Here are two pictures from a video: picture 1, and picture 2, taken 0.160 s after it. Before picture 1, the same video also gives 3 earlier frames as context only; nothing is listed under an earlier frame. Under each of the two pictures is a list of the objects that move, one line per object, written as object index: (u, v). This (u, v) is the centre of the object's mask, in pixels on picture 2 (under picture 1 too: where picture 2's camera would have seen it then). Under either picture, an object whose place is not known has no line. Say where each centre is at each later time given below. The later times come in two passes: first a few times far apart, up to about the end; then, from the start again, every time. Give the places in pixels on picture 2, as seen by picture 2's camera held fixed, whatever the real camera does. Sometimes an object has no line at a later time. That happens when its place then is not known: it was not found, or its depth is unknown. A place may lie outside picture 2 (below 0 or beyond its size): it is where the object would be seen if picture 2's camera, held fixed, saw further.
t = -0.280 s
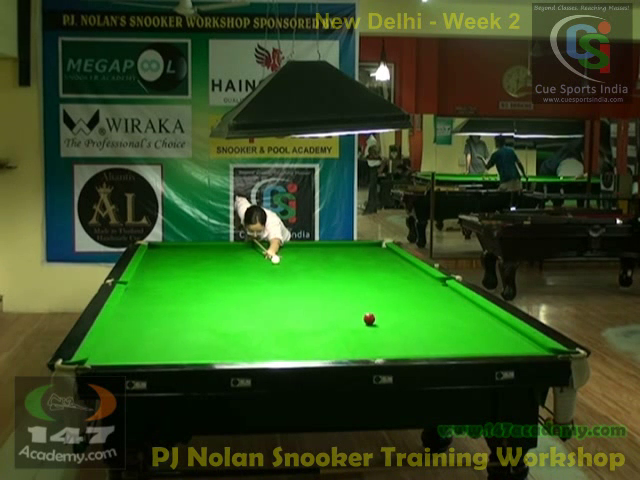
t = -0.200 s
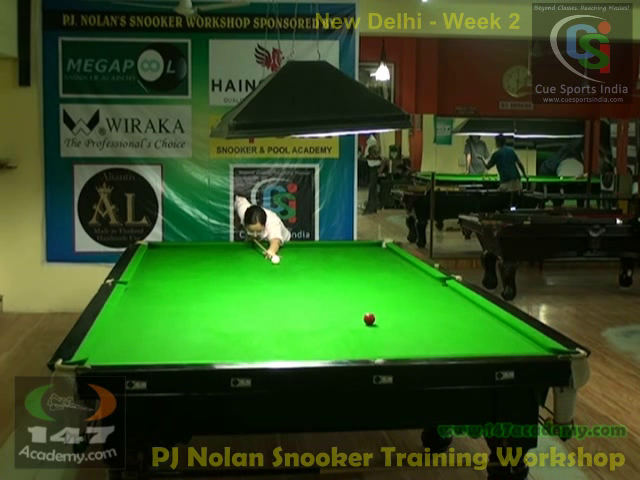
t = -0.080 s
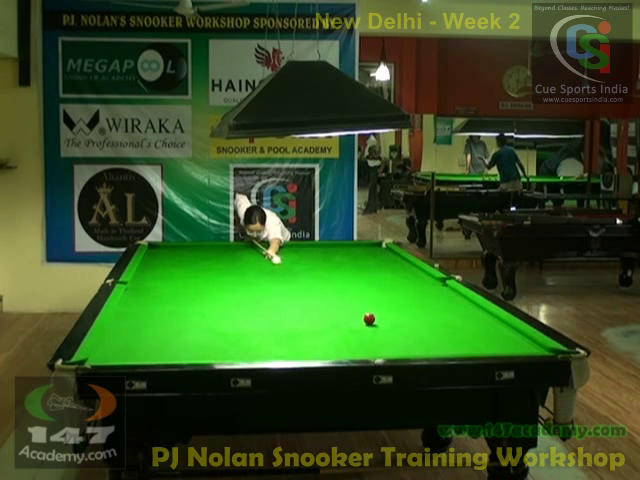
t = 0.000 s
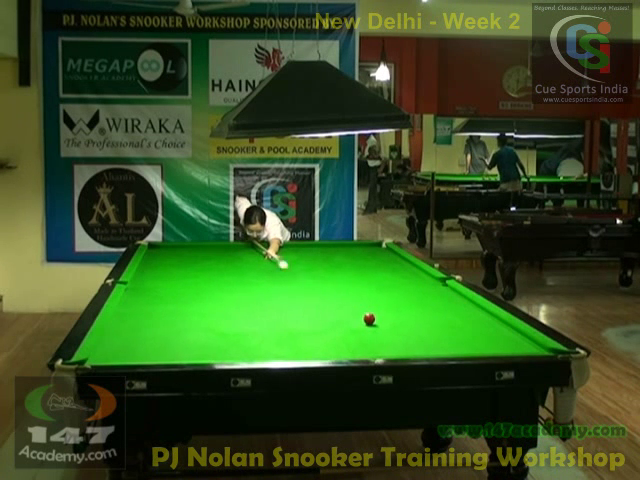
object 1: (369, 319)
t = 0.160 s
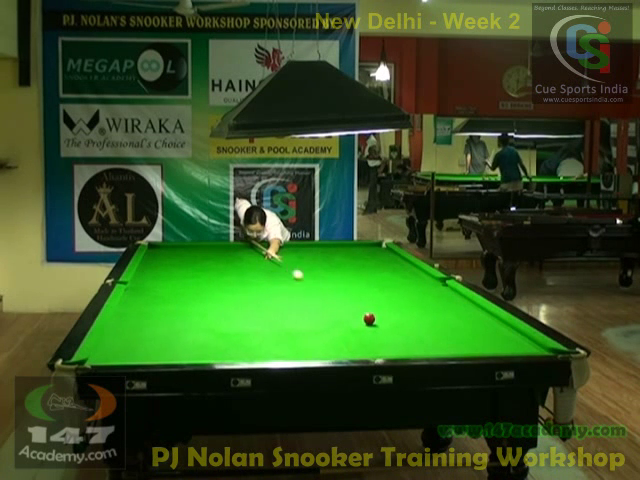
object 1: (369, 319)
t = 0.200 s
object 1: (369, 319)
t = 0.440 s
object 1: (369, 319)
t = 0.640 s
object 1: (369, 319)
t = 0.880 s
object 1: (438, 330)
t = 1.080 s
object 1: (492, 339)
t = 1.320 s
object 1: (534, 348)
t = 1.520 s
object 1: (507, 348)
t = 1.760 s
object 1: (476, 343)
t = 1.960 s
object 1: (451, 339)
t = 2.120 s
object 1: (433, 335)
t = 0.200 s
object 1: (369, 319)
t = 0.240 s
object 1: (369, 319)
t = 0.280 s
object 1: (369, 319)
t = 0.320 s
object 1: (369, 319)
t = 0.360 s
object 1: (369, 319)
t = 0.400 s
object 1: (369, 319)
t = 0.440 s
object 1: (369, 319)
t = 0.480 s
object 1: (369, 319)
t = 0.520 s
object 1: (369, 319)
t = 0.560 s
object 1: (369, 319)
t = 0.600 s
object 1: (369, 319)
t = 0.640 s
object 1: (369, 319)
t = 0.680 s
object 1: (376, 320)
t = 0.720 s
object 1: (389, 322)
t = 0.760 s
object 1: (402, 325)
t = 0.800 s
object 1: (414, 326)
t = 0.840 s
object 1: (426, 328)
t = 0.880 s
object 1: (438, 330)
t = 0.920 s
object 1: (448, 332)
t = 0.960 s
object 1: (459, 334)
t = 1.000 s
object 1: (470, 336)
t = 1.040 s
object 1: (481, 338)
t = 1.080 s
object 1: (492, 339)
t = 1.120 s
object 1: (503, 341)
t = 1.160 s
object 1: (514, 343)
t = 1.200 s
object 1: (526, 344)
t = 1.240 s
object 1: (536, 346)
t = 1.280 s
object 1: (537, 347)
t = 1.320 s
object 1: (534, 348)
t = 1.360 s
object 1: (530, 349)
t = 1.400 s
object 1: (525, 349)
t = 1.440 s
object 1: (519, 349)
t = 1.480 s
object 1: (512, 348)
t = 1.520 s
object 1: (507, 348)
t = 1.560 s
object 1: (502, 347)
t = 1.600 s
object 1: (496, 347)
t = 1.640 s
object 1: (491, 346)
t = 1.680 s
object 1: (486, 345)
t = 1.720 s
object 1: (481, 344)
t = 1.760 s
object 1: (476, 343)
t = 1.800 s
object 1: (470, 342)
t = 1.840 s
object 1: (466, 341)
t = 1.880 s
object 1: (461, 341)
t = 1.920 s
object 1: (456, 340)
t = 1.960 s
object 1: (451, 339)
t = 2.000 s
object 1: (447, 338)
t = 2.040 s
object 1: (442, 337)
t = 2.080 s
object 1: (438, 336)
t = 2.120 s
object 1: (433, 335)
